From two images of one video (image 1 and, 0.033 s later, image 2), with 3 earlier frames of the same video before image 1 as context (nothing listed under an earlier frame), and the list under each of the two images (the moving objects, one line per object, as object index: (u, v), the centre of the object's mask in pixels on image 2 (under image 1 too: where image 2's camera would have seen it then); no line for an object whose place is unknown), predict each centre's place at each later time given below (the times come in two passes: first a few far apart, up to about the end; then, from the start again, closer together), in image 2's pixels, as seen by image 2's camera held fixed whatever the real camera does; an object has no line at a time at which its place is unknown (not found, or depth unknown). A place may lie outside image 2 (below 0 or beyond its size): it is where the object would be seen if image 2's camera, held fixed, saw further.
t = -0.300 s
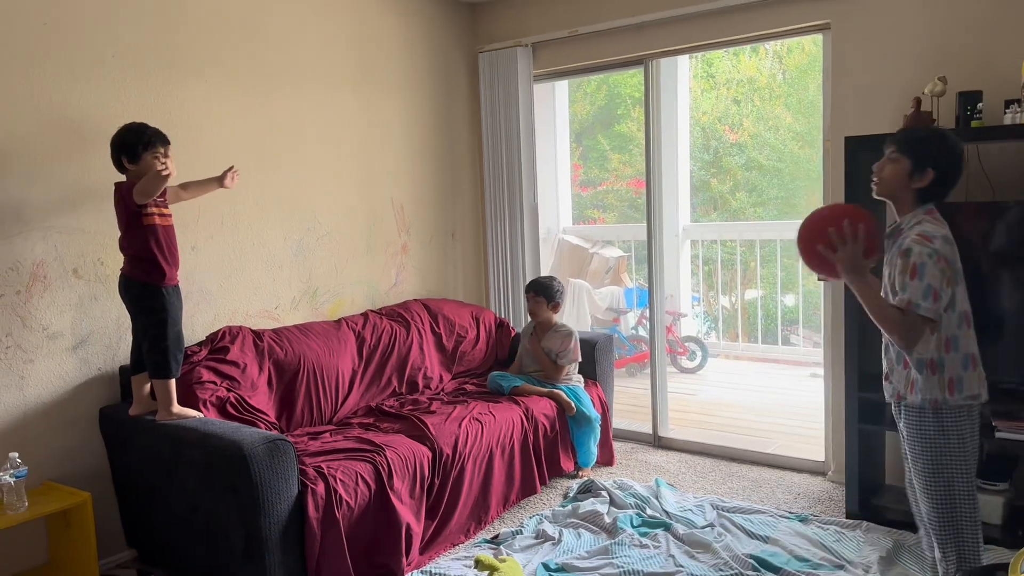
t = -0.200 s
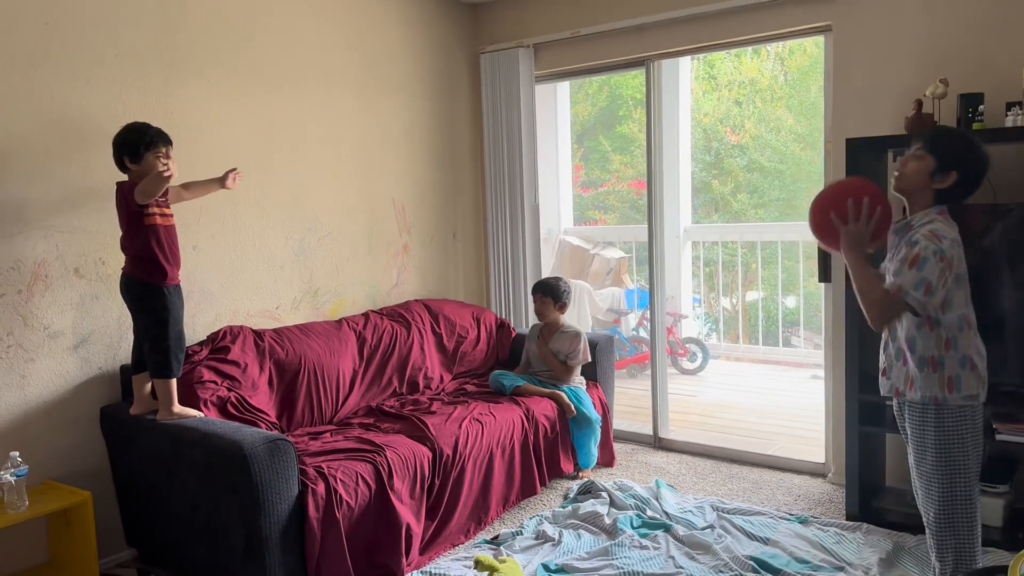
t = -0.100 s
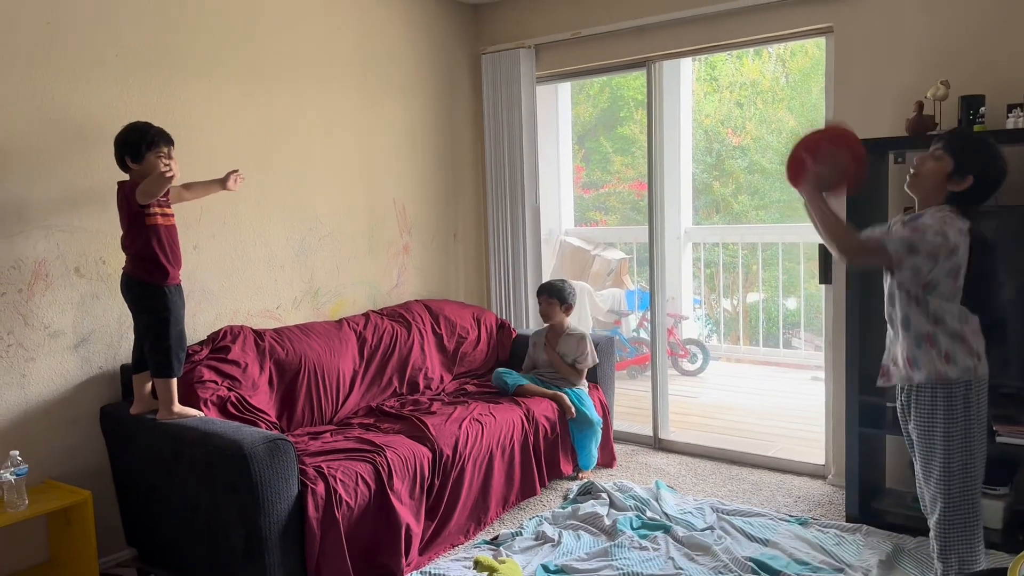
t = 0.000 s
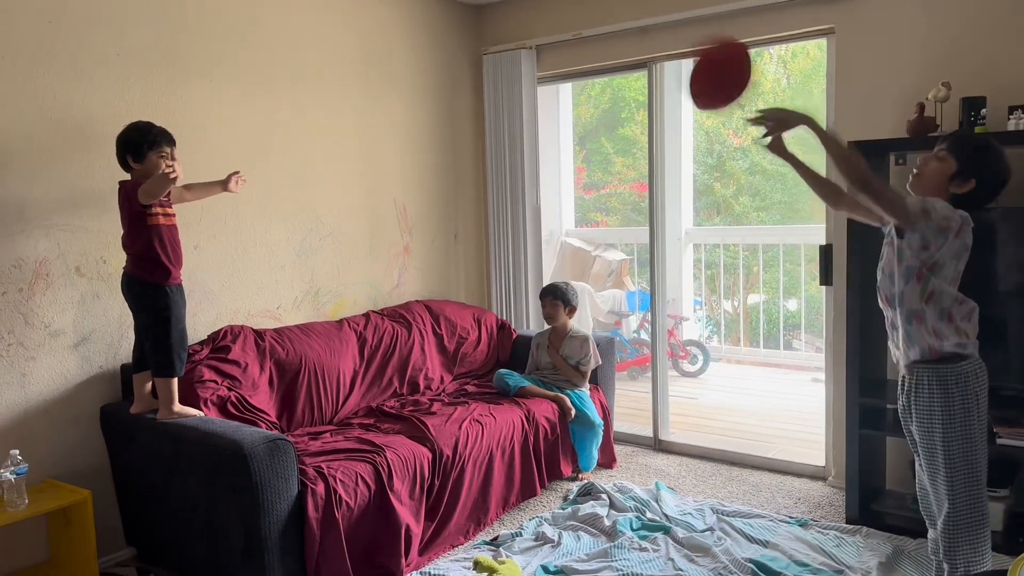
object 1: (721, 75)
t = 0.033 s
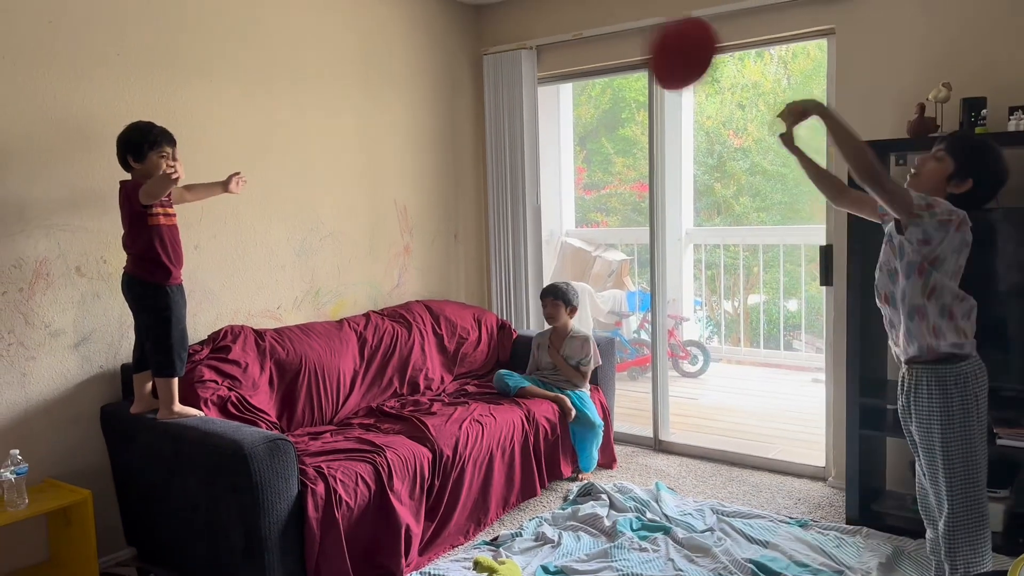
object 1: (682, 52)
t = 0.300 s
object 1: (418, 24)
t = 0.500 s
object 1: (256, 129)
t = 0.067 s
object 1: (646, 35)
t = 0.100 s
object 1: (610, 27)
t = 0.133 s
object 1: (576, 22)
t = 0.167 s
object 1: (542, 19)
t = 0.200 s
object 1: (507, 17)
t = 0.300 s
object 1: (418, 24)
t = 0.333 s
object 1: (387, 30)
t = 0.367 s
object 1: (360, 43)
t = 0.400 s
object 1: (332, 61)
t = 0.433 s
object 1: (306, 81)
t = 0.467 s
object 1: (280, 104)
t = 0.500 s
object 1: (256, 129)
